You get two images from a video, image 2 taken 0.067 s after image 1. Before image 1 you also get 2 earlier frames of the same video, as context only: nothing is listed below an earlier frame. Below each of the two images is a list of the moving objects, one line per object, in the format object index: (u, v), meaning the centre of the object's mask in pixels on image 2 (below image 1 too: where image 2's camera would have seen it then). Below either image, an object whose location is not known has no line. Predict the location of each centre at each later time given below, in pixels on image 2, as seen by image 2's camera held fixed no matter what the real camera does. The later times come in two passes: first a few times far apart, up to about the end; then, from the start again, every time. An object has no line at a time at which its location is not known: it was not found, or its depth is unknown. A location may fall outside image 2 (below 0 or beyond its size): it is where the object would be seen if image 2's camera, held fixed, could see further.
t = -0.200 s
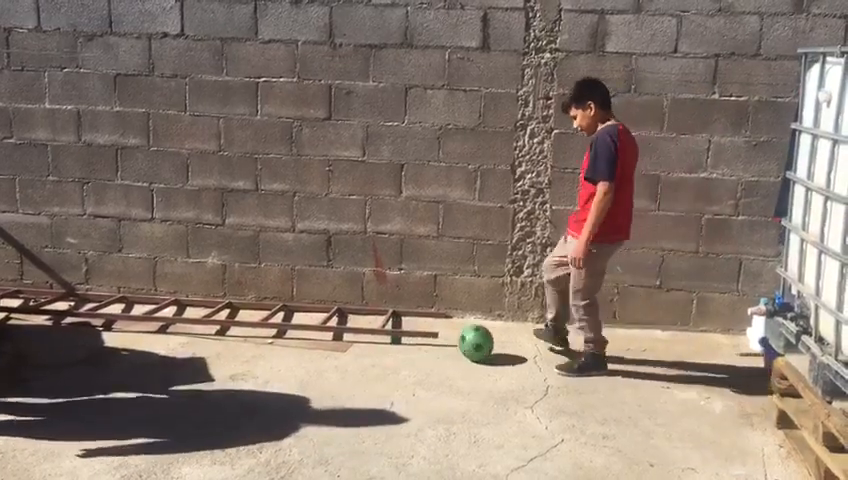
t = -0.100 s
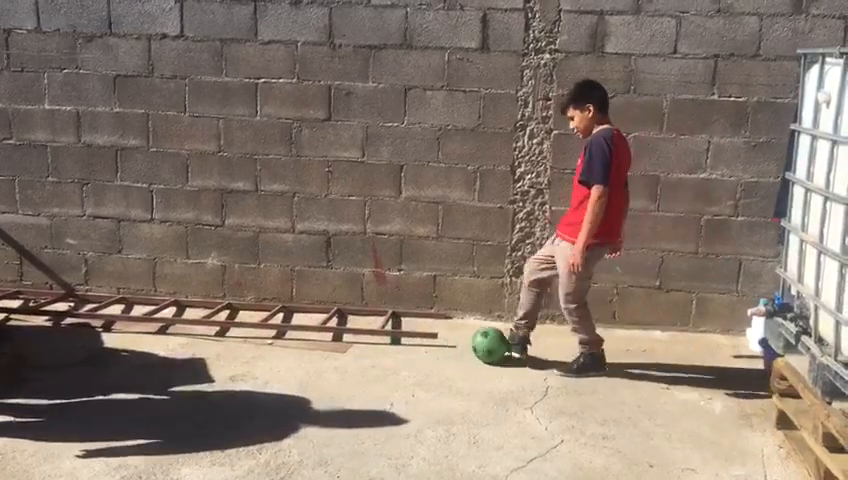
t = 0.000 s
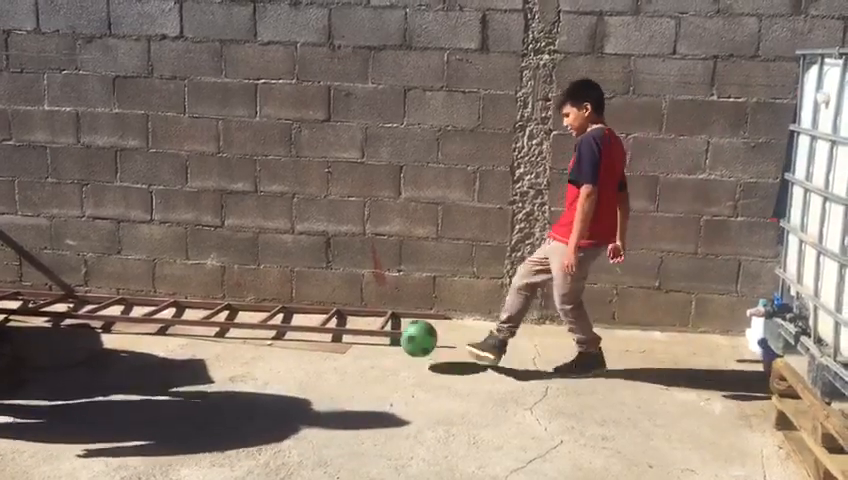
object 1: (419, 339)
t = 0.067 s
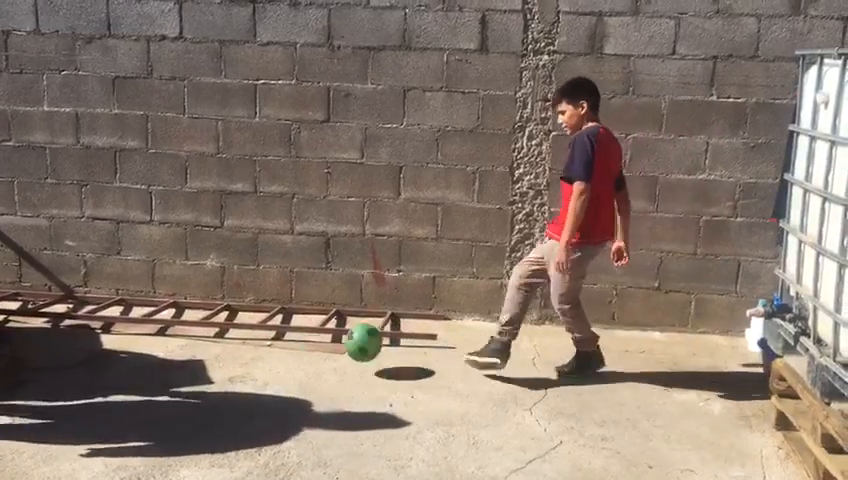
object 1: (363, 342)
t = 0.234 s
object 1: (250, 357)
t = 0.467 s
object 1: (149, 369)
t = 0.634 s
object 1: (72, 370)
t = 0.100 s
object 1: (336, 348)
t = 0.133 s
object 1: (309, 354)
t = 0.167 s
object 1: (283, 364)
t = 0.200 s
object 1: (265, 362)
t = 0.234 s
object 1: (250, 357)
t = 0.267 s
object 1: (235, 354)
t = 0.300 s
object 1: (221, 355)
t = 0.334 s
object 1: (206, 356)
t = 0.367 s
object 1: (192, 360)
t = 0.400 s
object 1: (176, 364)
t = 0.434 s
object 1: (160, 371)
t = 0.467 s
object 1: (149, 369)
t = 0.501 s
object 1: (133, 362)
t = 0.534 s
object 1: (119, 360)
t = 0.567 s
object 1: (102, 362)
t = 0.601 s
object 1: (87, 366)
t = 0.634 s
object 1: (72, 370)
